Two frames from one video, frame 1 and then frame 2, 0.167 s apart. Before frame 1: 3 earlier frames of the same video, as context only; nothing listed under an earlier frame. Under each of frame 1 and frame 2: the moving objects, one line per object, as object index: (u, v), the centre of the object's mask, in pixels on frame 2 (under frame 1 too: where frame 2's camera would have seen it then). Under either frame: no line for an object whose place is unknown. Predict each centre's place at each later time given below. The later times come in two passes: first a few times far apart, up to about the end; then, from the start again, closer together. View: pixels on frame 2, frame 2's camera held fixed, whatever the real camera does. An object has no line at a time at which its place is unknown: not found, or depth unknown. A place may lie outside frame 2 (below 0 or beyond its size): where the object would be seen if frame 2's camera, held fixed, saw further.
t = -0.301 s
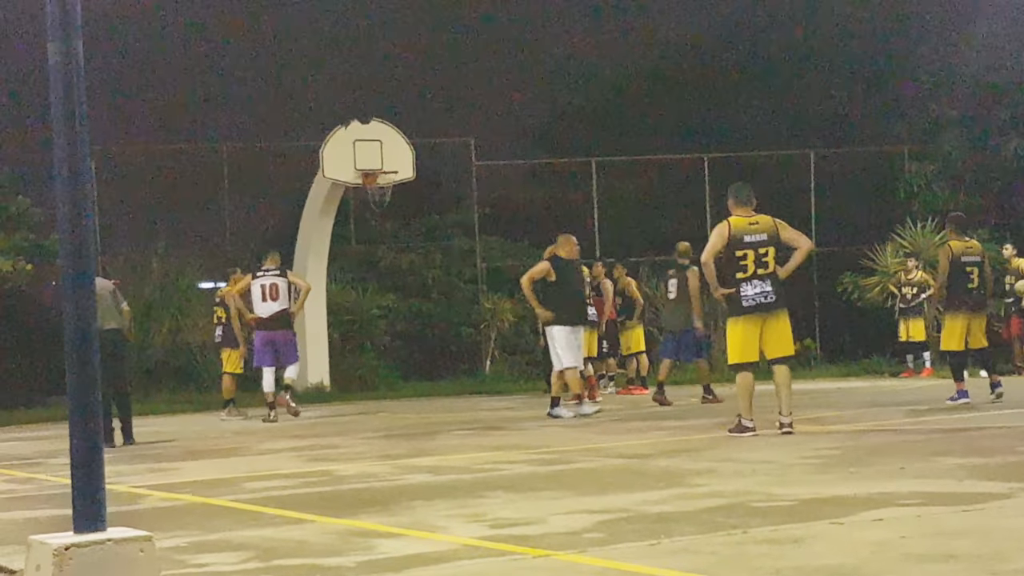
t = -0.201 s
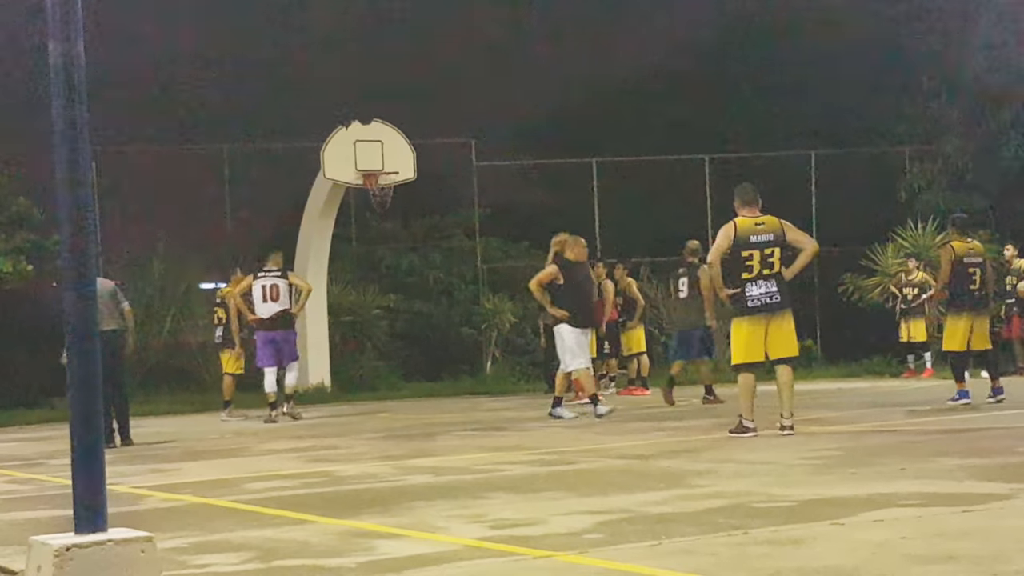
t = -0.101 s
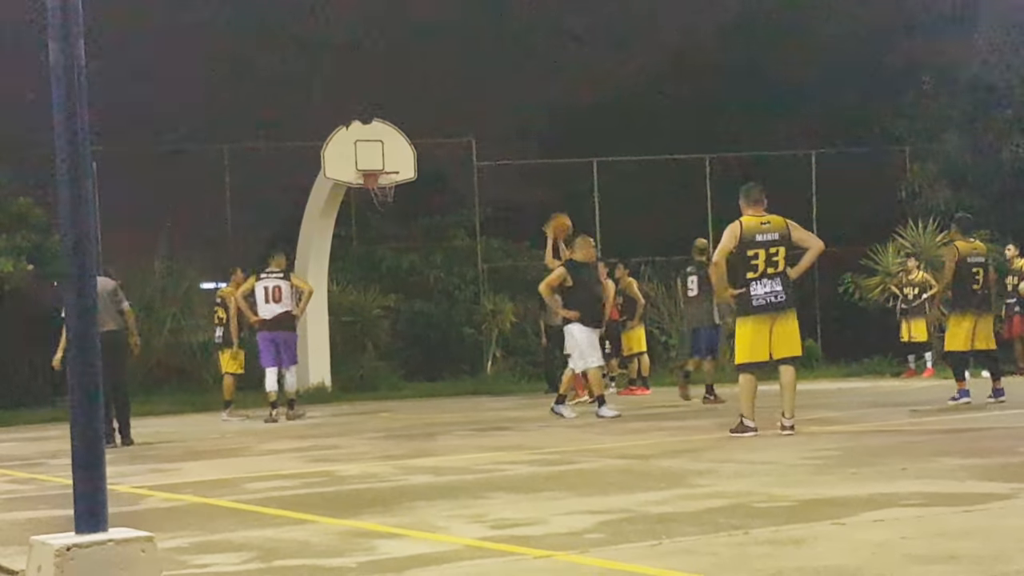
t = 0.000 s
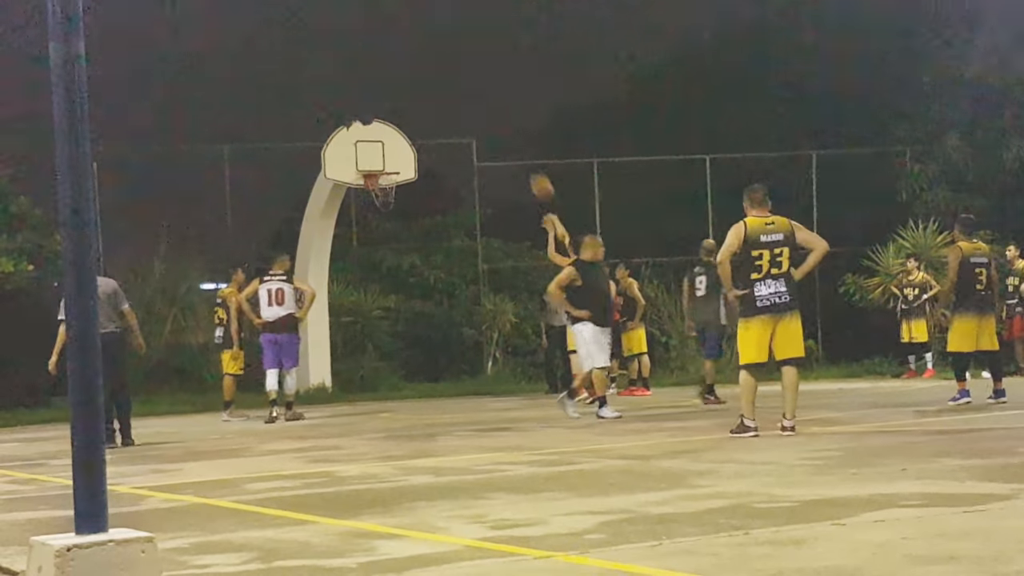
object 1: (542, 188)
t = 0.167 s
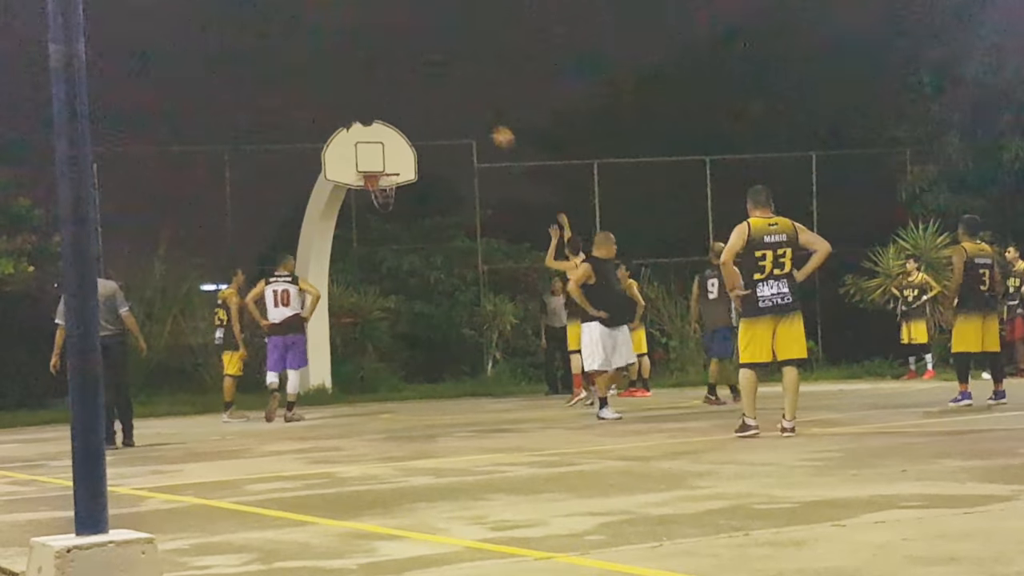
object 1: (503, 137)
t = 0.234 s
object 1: (488, 124)
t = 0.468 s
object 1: (441, 106)
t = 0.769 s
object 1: (387, 145)
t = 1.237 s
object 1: (405, 138)
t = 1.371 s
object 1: (412, 146)
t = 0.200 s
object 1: (495, 129)
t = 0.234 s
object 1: (488, 124)
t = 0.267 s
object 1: (481, 118)
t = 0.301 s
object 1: (473, 114)
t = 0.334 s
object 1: (466, 111)
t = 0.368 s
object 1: (460, 108)
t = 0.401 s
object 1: (453, 107)
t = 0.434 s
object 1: (448, 106)
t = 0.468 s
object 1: (441, 106)
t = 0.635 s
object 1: (409, 121)
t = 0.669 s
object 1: (404, 125)
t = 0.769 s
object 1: (387, 145)
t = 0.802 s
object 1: (382, 153)
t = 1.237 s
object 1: (405, 138)
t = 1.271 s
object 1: (407, 139)
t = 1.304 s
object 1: (409, 140)
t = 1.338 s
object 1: (410, 143)
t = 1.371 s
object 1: (412, 146)
